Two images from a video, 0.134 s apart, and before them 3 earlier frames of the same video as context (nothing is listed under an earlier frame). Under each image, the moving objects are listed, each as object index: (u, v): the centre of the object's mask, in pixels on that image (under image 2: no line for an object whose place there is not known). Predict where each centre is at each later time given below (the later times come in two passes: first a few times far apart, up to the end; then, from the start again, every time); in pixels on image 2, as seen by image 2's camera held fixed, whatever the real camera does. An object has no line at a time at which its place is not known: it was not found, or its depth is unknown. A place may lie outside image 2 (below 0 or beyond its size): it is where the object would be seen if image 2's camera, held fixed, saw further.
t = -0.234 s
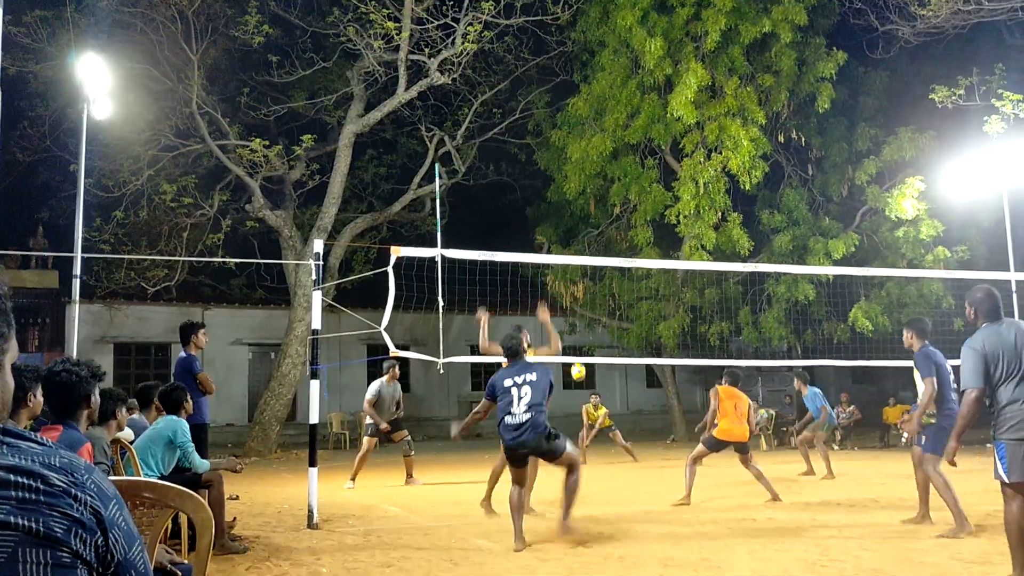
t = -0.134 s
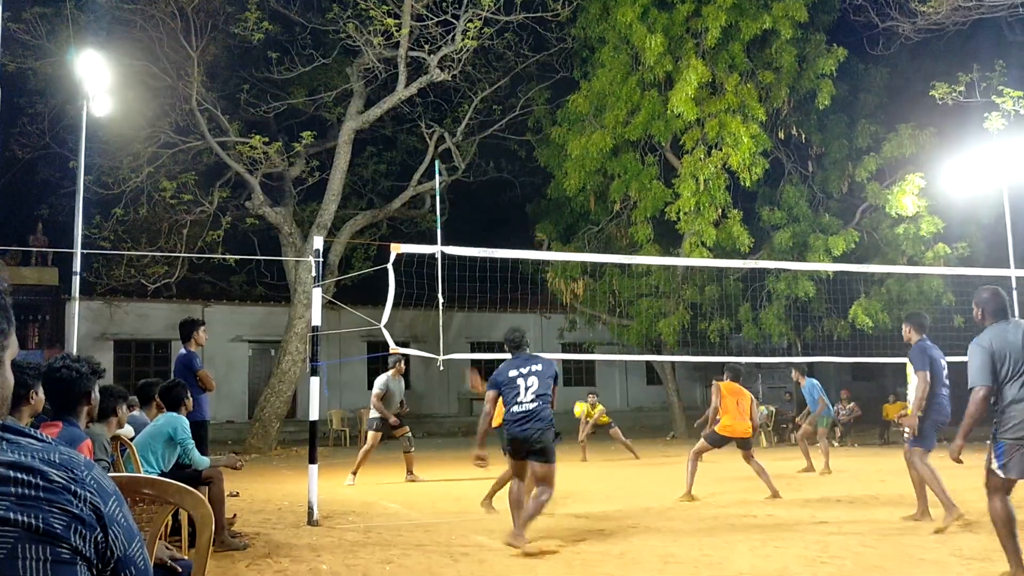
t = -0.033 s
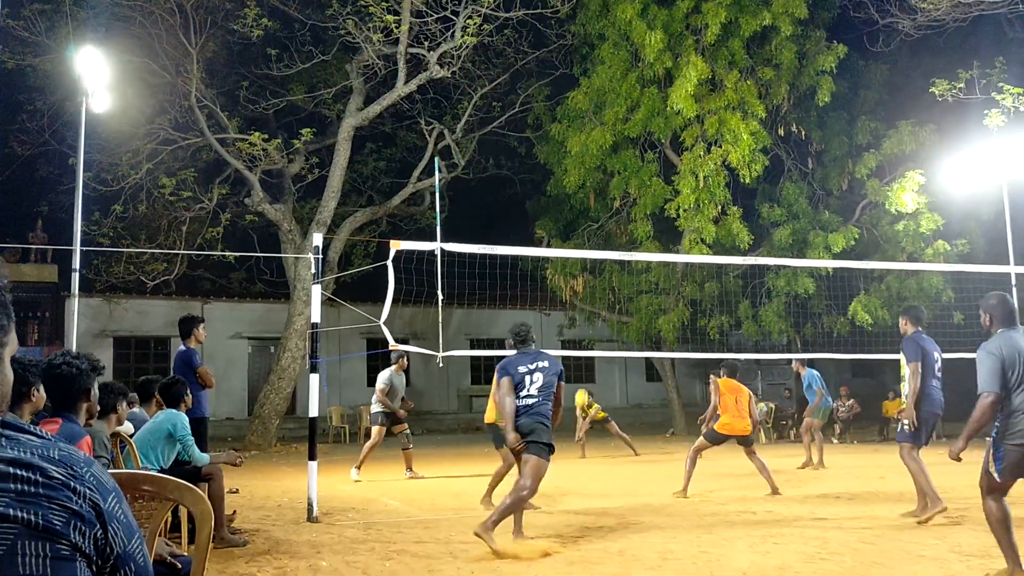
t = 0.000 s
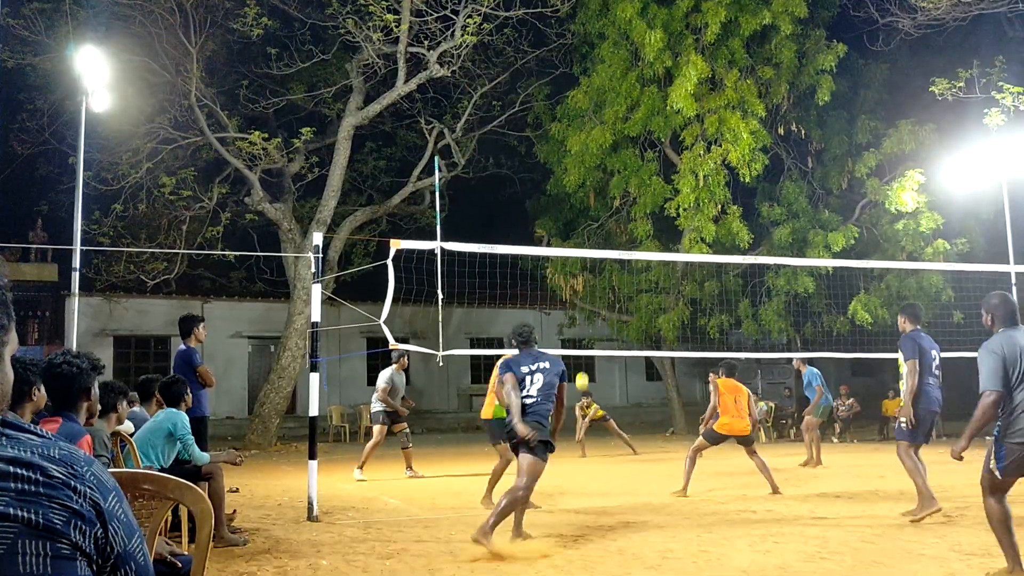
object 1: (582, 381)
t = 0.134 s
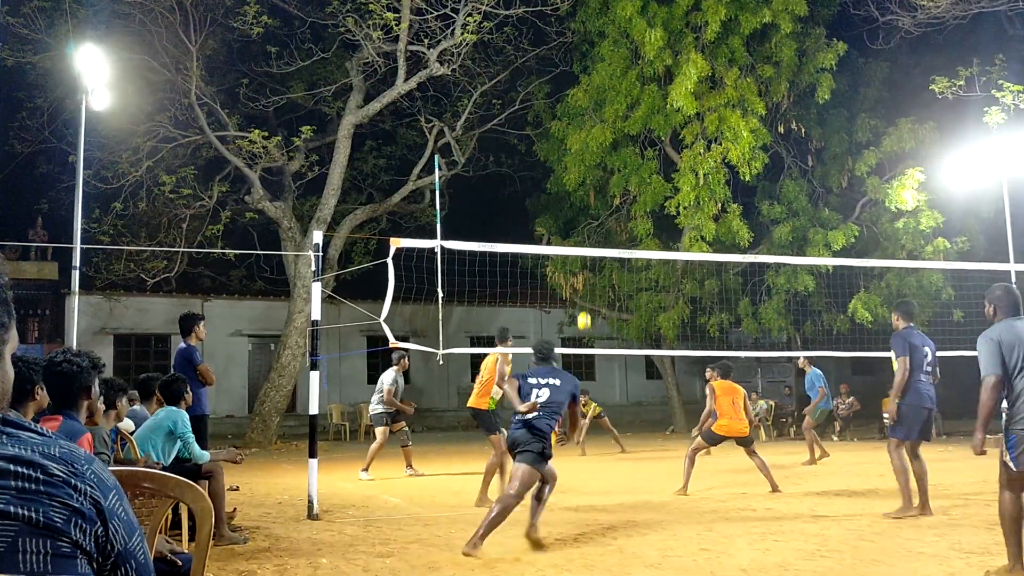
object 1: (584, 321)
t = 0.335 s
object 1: (588, 244)
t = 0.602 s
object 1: (597, 182)
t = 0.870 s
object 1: (608, 155)
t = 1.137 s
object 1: (622, 175)
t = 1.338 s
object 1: (635, 225)
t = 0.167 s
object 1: (584, 307)
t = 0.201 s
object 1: (585, 295)
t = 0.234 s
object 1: (586, 282)
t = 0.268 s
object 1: (587, 270)
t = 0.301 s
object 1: (587, 261)
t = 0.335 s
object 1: (588, 244)
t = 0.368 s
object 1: (589, 238)
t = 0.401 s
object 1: (590, 228)
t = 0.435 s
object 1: (591, 219)
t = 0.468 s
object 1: (592, 210)
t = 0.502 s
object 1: (593, 202)
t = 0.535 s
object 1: (594, 195)
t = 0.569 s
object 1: (595, 188)
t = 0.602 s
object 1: (597, 182)
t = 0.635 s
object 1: (598, 176)
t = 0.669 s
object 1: (599, 171)
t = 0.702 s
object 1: (601, 166)
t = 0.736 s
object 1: (602, 163)
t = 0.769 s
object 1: (603, 160)
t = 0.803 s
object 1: (605, 157)
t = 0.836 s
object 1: (606, 156)
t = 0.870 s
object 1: (608, 155)
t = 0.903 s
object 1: (609, 154)
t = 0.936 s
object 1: (611, 155)
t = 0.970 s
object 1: (612, 156)
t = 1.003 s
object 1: (614, 158)
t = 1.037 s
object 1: (616, 161)
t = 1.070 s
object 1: (617, 164)
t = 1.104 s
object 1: (619, 169)
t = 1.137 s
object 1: (622, 175)
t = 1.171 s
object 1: (624, 181)
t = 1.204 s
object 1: (626, 188)
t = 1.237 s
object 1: (629, 196)
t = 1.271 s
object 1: (631, 205)
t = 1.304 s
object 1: (634, 215)
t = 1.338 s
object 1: (635, 225)
